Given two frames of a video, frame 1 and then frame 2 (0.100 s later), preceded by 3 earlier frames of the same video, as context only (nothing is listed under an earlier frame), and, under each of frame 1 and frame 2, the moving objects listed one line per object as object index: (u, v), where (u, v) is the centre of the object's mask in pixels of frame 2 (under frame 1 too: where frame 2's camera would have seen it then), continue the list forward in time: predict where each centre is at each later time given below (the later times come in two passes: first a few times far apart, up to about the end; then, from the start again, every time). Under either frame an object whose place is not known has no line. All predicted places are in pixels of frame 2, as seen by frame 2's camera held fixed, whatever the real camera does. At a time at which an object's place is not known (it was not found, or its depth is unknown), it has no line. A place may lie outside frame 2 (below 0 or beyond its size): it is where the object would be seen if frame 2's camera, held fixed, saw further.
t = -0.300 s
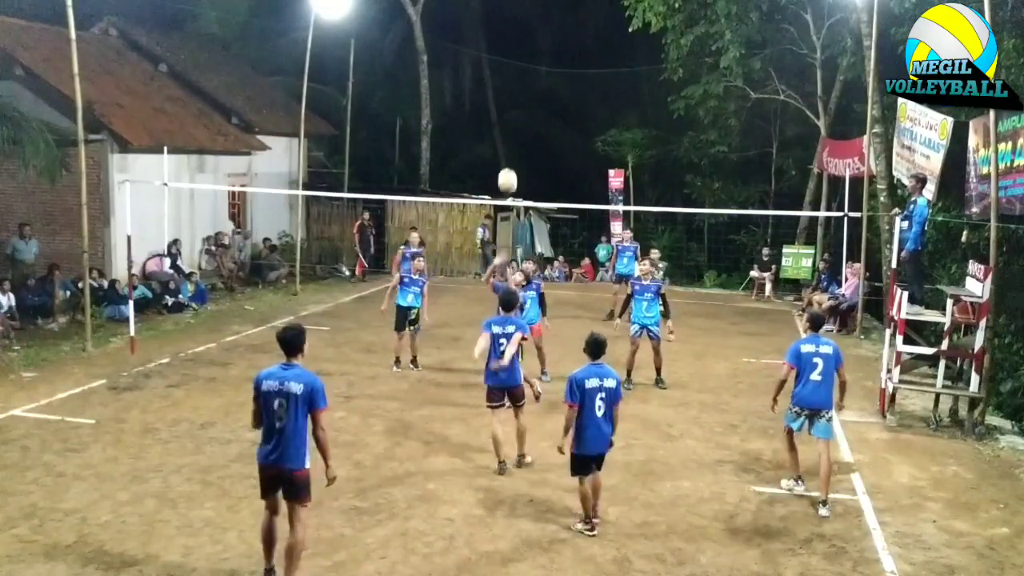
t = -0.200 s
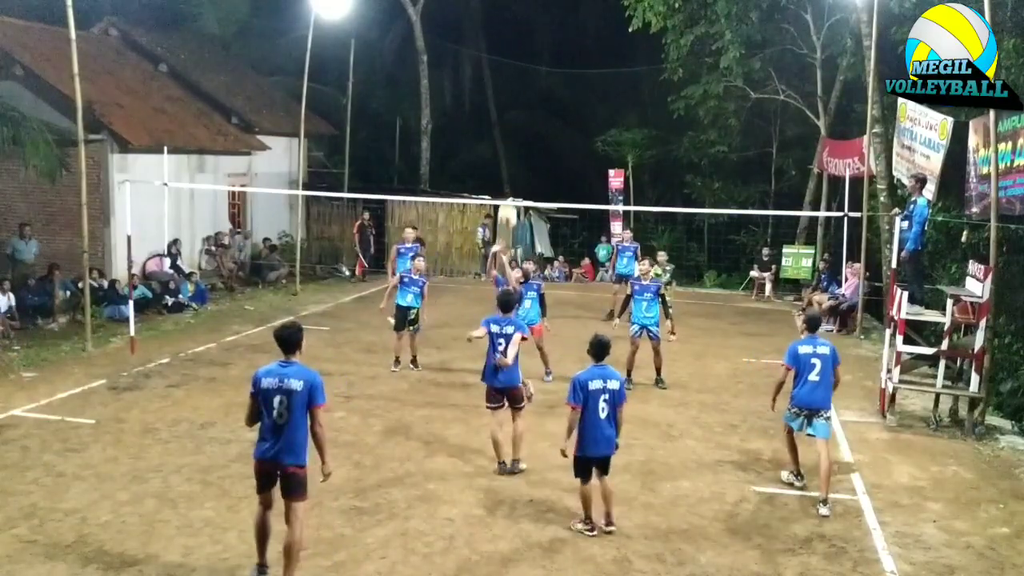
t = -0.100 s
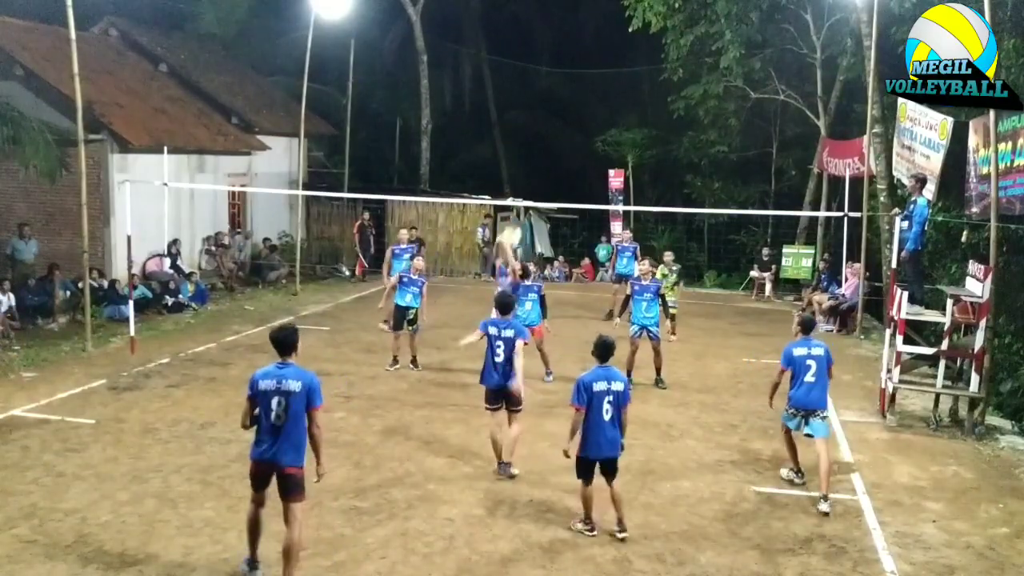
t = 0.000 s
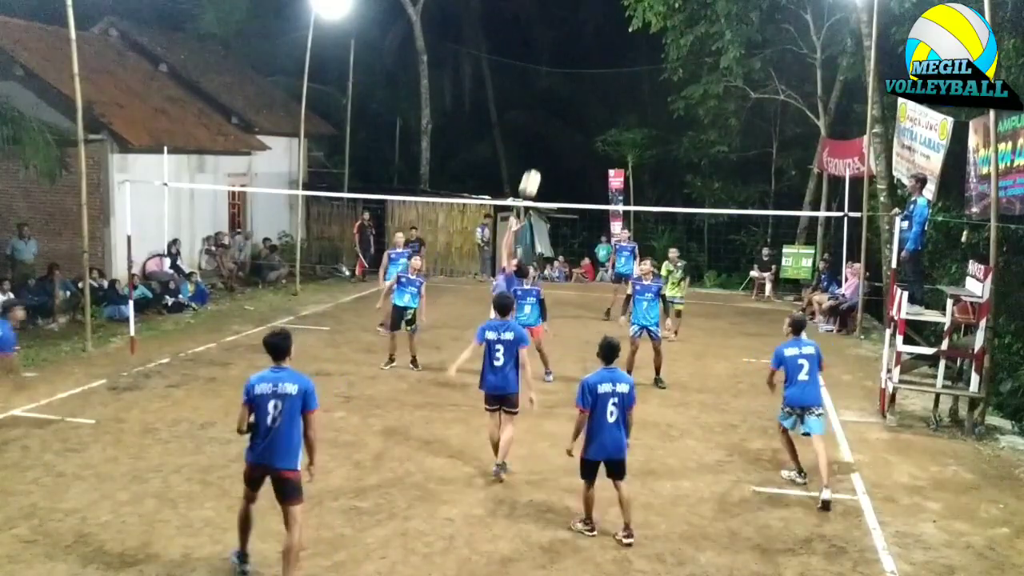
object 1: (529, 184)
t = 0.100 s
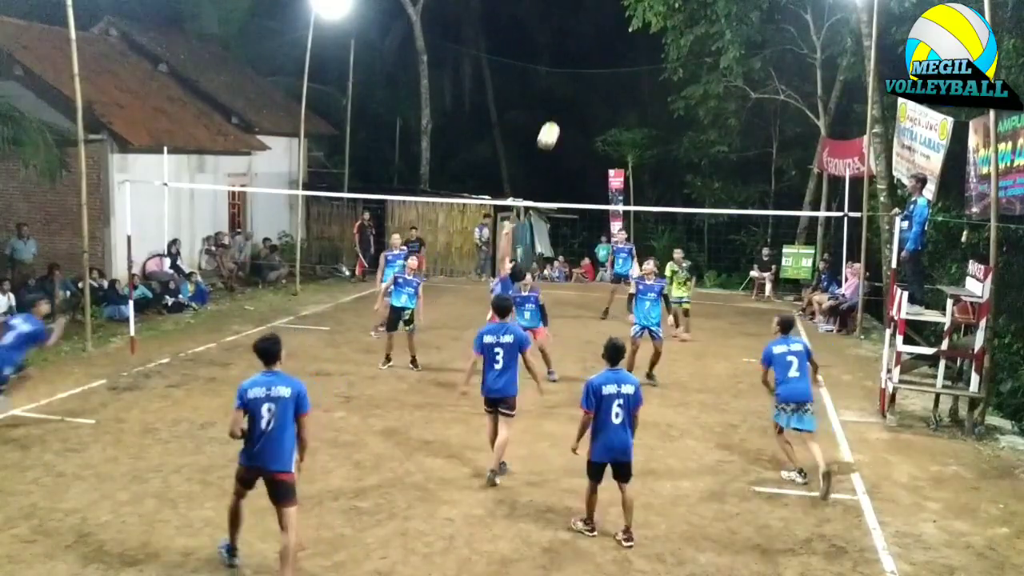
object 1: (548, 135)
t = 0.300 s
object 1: (585, 67)
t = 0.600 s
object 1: (636, 29)
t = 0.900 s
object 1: (682, 67)
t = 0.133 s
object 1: (554, 122)
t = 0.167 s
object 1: (560, 109)
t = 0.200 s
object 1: (566, 97)
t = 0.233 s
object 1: (572, 86)
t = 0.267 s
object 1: (578, 76)
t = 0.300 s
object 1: (585, 67)
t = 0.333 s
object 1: (590, 59)
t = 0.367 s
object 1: (596, 52)
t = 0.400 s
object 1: (602, 45)
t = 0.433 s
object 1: (608, 40)
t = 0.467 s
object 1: (614, 36)
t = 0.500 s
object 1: (620, 33)
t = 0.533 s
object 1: (625, 30)
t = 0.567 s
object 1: (631, 29)
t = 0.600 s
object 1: (636, 29)
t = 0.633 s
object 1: (641, 29)
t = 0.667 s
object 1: (647, 31)
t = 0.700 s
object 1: (652, 33)
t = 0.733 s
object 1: (657, 37)
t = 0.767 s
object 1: (662, 41)
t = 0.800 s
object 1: (668, 46)
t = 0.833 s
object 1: (672, 53)
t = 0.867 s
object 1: (677, 59)
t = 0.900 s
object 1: (682, 67)
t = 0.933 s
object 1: (686, 77)
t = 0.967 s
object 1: (691, 86)
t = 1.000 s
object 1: (695, 96)
